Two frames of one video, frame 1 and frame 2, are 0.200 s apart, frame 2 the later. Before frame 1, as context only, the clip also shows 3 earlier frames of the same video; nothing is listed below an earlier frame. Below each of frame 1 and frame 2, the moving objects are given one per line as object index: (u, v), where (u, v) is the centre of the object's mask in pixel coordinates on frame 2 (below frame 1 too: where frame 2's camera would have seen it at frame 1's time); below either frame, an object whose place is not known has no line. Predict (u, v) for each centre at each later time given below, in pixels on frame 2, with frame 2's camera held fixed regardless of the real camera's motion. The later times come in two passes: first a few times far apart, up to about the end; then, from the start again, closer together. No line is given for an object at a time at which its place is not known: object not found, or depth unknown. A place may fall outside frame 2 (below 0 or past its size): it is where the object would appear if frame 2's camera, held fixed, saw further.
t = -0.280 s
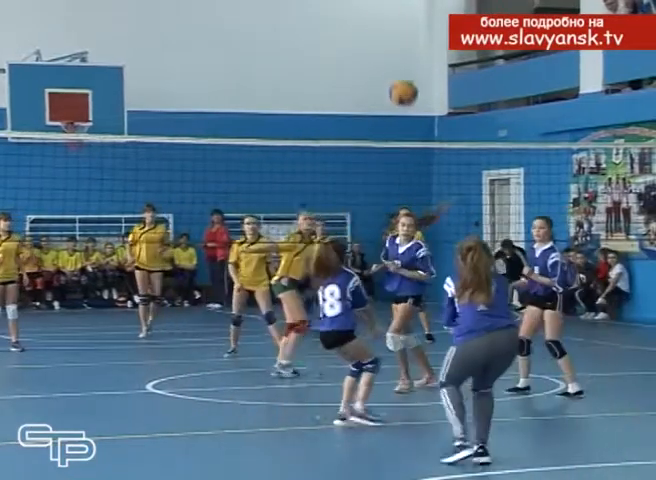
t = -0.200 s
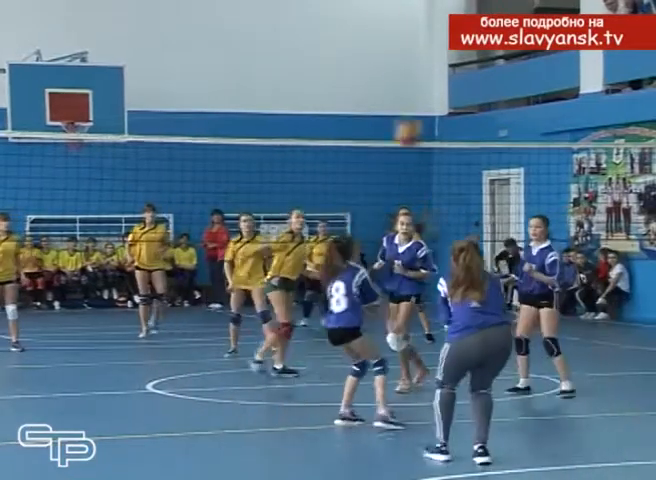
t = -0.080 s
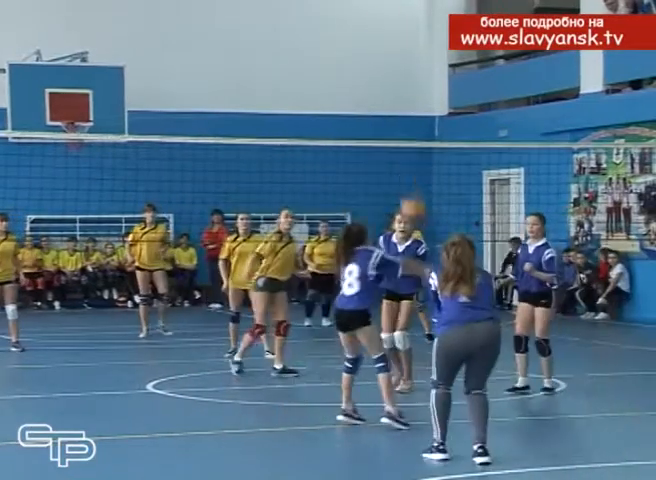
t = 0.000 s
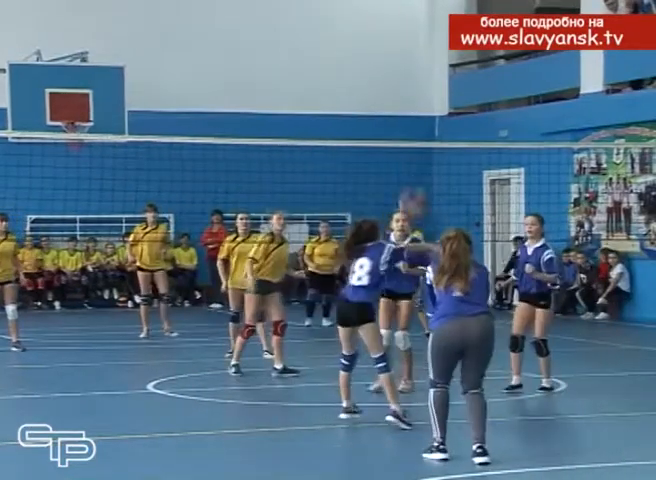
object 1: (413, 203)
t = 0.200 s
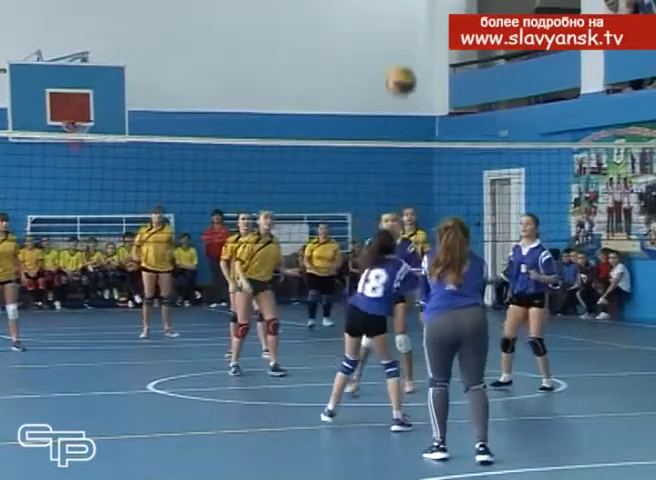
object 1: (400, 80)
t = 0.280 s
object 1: (396, 48)
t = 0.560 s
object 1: (378, 7)
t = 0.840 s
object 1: (362, 59)
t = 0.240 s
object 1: (398, 63)
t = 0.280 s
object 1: (396, 48)
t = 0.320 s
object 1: (393, 35)
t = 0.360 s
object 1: (391, 24)
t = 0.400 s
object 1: (389, 14)
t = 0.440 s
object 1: (385, 10)
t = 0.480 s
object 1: (382, 8)
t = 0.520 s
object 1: (381, 7)
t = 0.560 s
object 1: (378, 7)
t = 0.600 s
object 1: (375, 8)
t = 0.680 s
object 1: (371, 14)
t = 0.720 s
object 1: (368, 22)
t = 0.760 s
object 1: (366, 33)
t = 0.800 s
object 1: (365, 44)
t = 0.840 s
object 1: (362, 59)
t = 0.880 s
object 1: (360, 76)
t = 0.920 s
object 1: (357, 94)
